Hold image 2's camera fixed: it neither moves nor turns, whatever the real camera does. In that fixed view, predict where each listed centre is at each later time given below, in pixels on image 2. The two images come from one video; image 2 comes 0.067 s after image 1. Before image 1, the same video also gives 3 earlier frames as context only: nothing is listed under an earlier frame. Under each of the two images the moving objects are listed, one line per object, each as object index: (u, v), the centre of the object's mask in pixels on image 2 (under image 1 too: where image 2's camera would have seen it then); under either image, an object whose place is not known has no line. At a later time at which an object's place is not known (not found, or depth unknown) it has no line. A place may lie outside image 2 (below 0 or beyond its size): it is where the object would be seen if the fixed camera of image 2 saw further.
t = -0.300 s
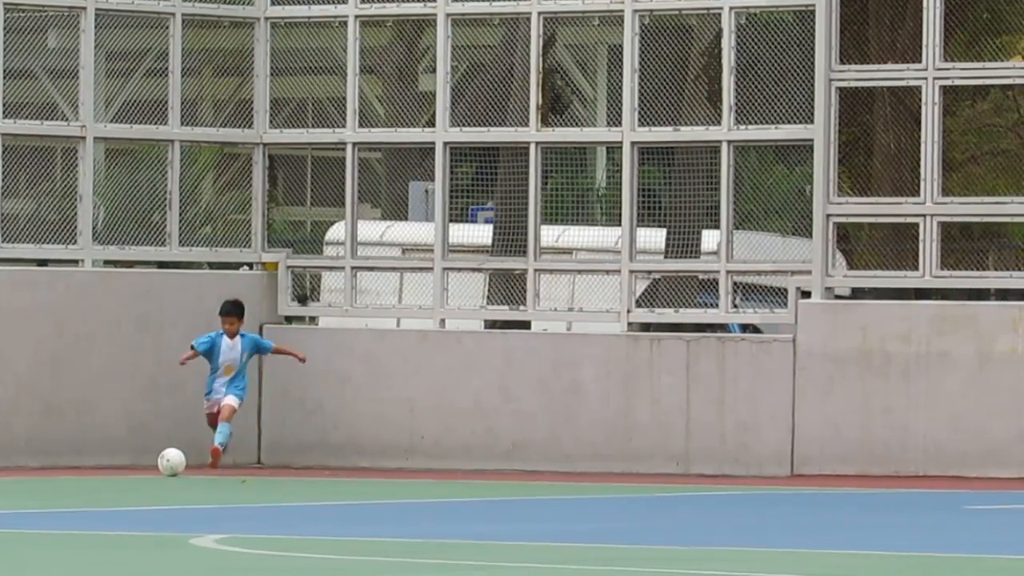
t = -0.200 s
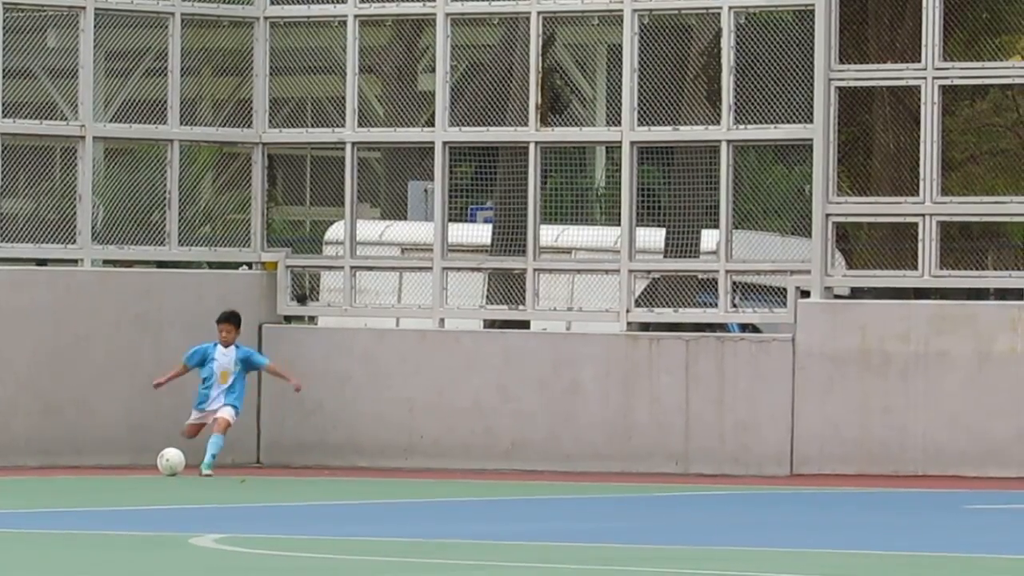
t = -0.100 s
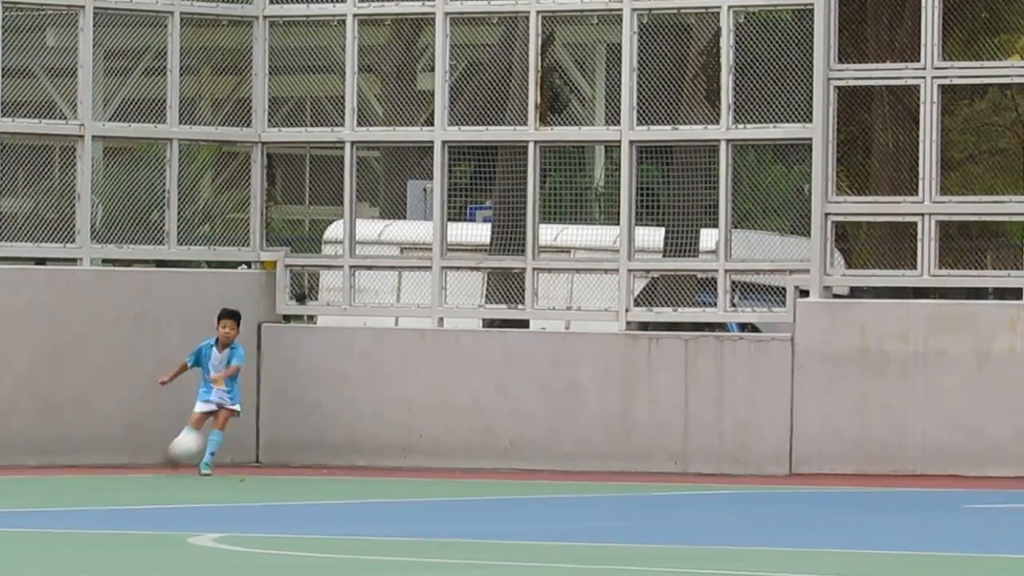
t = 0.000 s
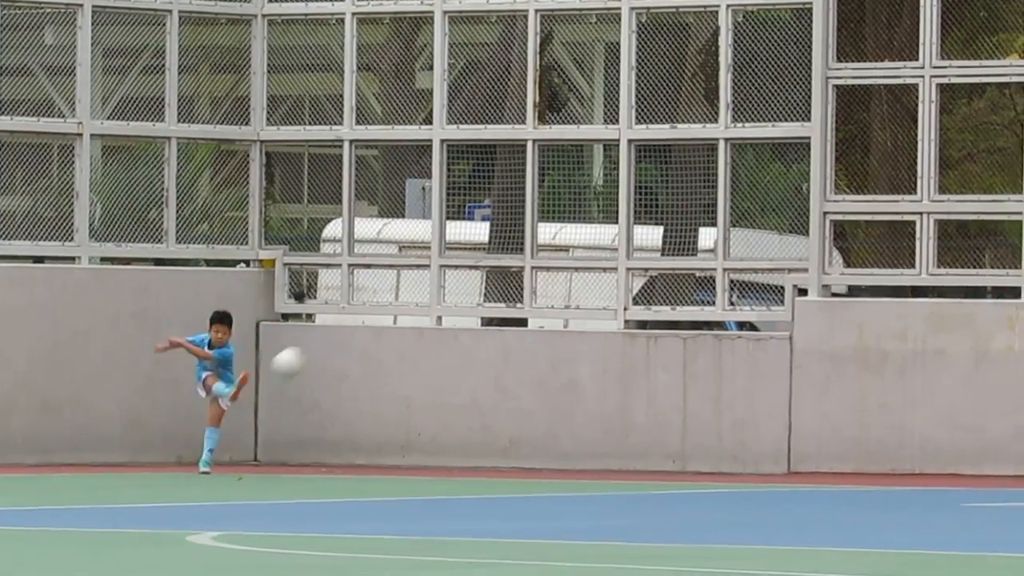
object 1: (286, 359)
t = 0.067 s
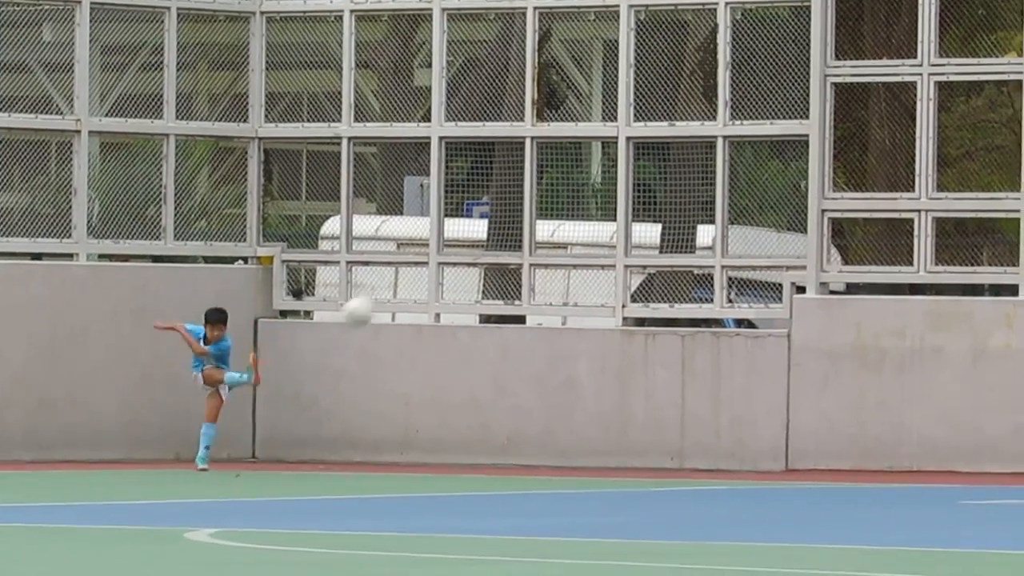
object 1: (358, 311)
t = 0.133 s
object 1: (432, 267)
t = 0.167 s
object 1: (470, 247)
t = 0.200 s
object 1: (506, 229)
